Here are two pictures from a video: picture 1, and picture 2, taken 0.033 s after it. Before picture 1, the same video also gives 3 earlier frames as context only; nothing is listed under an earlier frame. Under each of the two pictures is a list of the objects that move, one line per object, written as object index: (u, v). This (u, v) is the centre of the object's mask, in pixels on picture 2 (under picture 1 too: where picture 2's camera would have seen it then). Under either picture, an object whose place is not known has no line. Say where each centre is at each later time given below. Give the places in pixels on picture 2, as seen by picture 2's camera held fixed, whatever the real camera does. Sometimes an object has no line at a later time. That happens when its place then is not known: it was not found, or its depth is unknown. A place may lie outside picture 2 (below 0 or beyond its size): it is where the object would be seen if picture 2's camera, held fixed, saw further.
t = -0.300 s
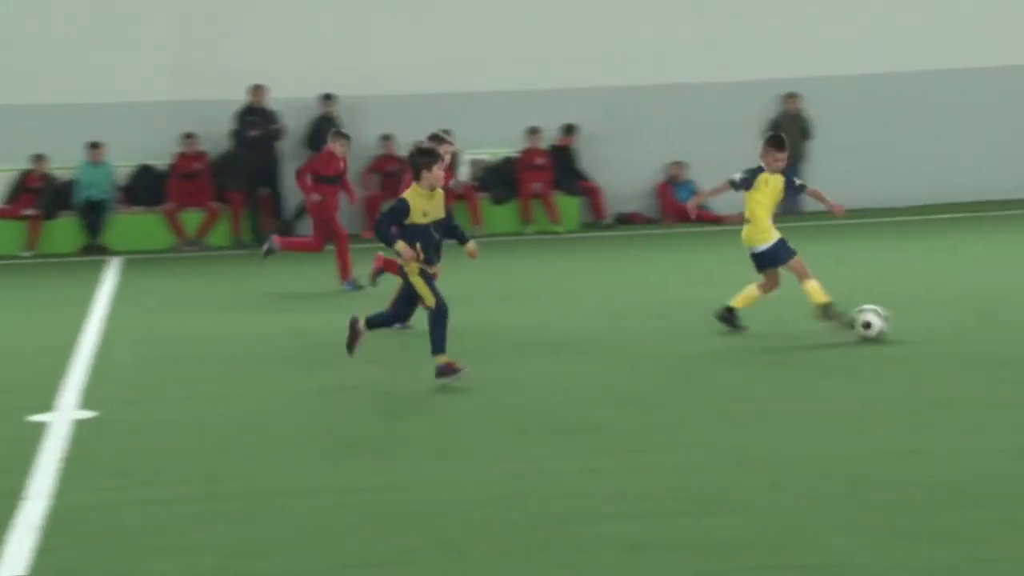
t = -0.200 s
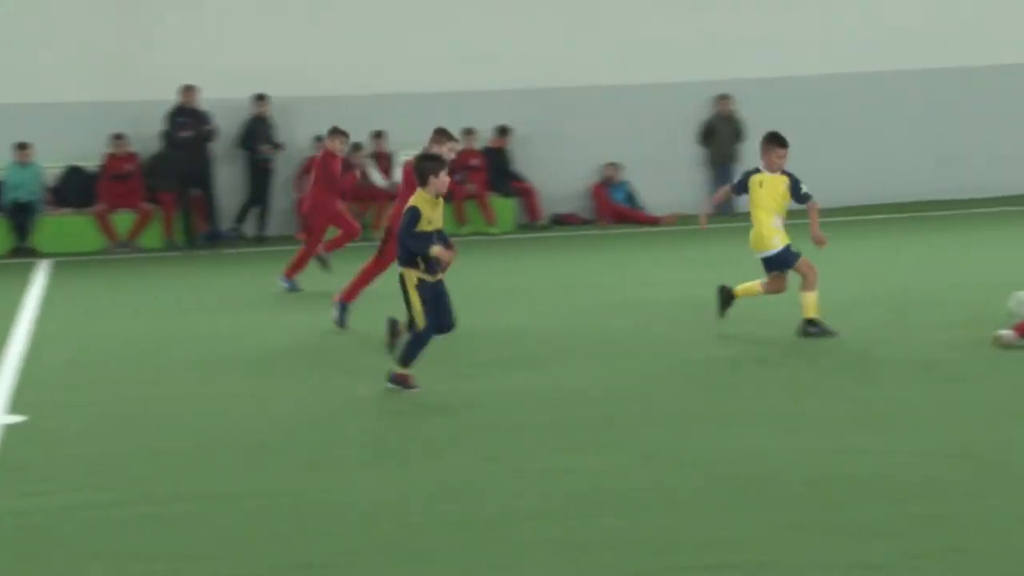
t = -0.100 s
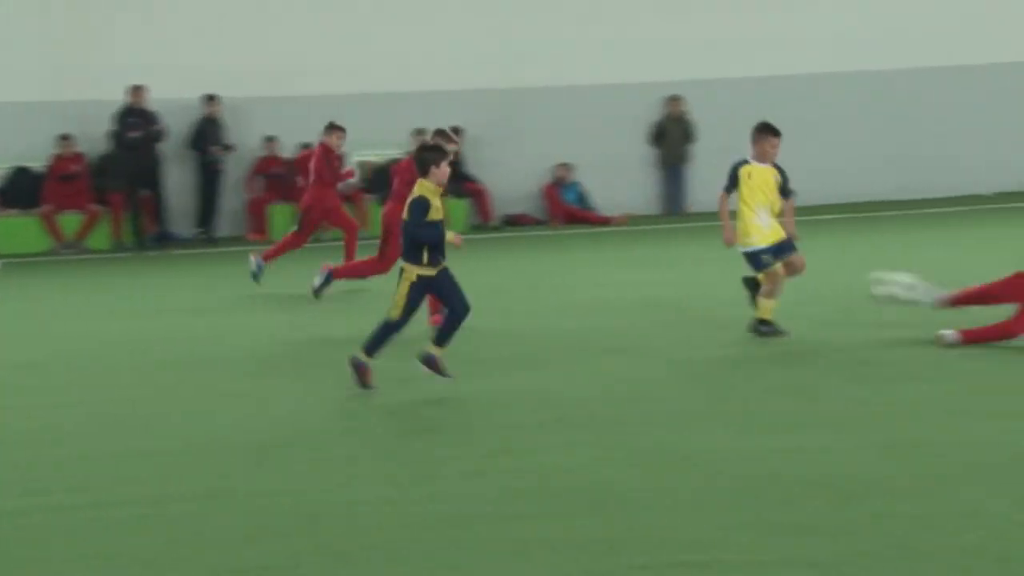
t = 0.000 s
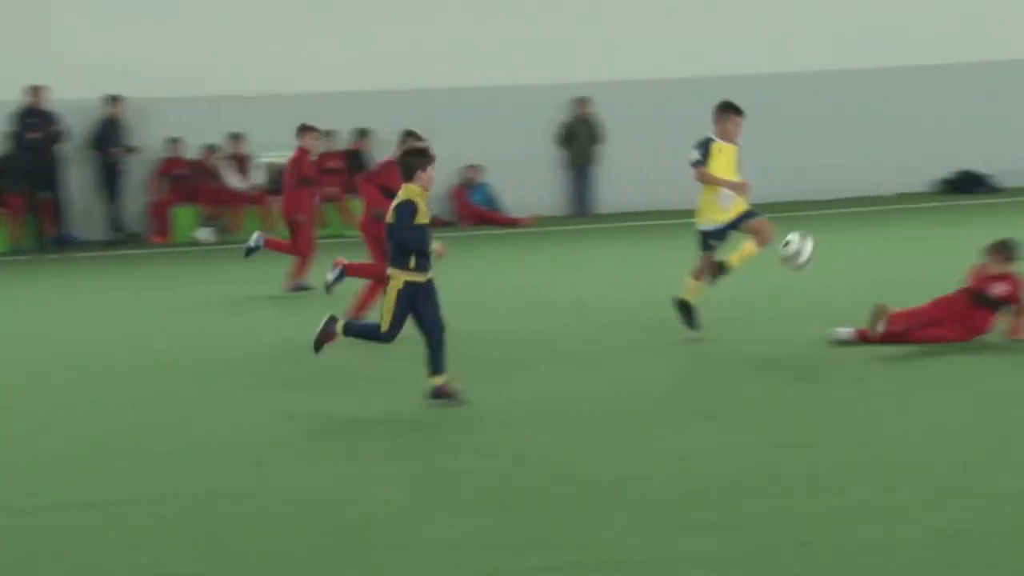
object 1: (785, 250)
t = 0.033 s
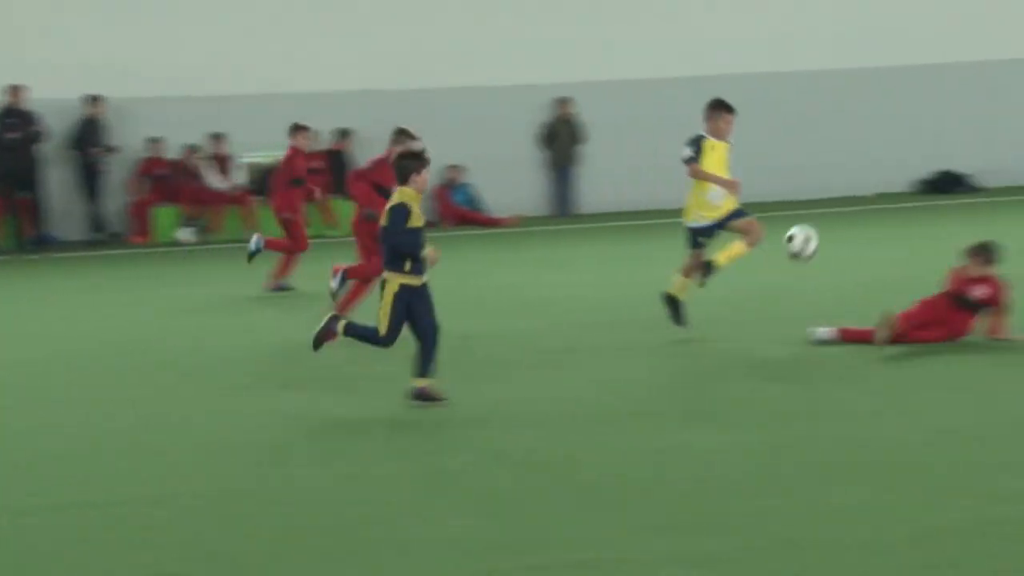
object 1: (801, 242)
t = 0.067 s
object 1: (815, 235)
